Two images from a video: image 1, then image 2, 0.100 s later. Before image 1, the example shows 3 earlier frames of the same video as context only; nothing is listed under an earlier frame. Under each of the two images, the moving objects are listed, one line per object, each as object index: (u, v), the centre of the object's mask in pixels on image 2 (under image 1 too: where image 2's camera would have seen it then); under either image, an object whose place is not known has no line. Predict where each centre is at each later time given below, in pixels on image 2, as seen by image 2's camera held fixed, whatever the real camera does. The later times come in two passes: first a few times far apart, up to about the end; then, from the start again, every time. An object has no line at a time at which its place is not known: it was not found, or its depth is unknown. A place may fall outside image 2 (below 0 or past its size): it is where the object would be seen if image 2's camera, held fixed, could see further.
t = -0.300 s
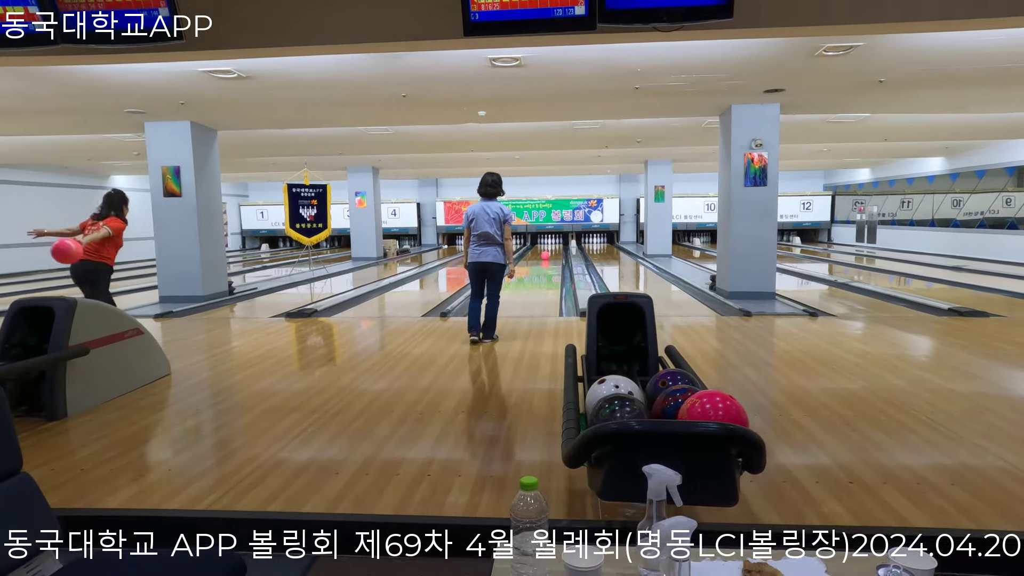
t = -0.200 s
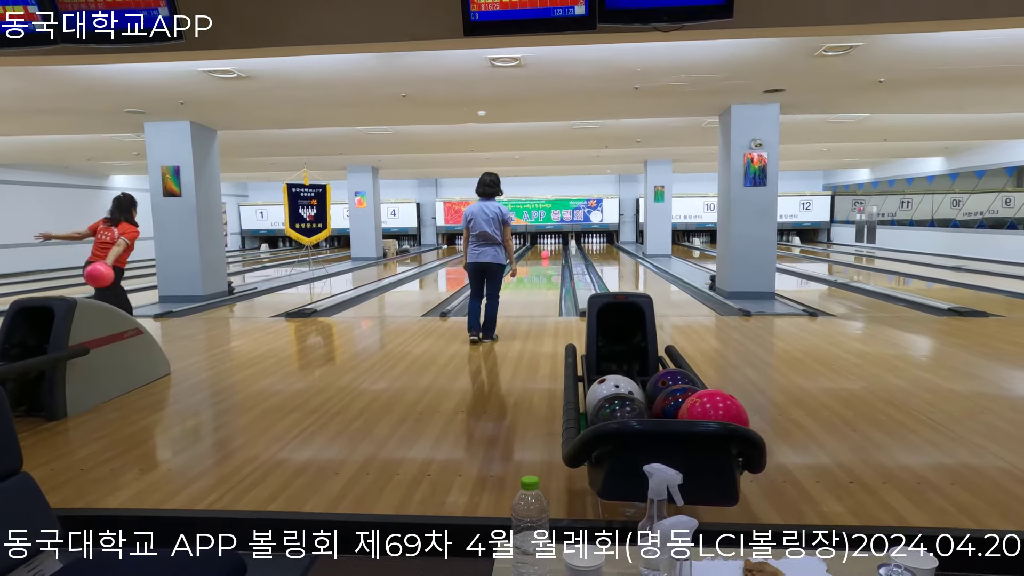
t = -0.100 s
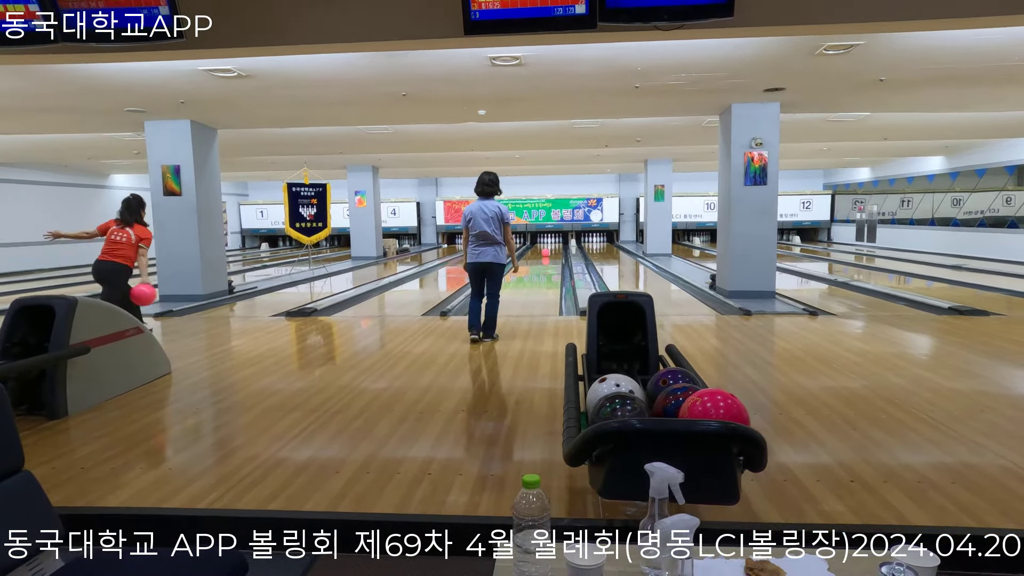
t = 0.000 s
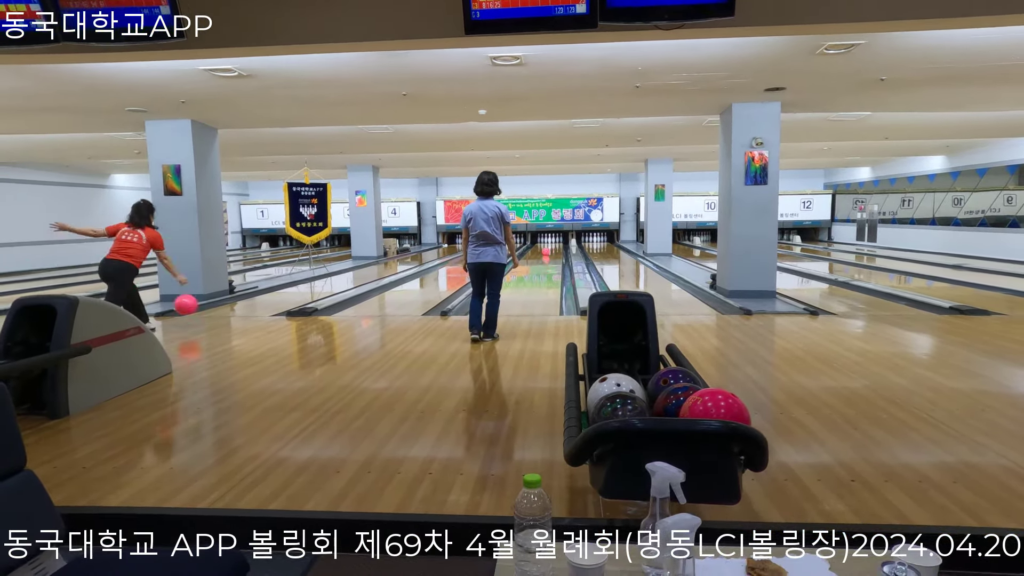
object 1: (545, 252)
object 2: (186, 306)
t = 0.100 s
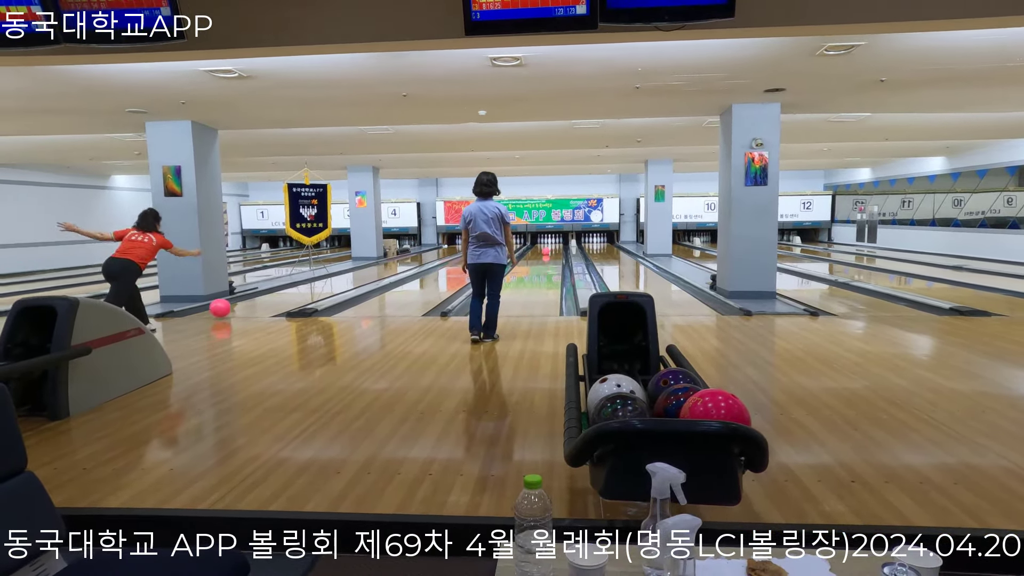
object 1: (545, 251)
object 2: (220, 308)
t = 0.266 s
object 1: (546, 250)
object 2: (264, 299)
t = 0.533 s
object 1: (546, 248)
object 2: (315, 285)
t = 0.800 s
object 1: (545, 246)
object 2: (352, 276)
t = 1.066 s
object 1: (545, 244)
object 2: (379, 269)
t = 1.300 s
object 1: (545, 243)
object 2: (398, 263)
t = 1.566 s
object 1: (544, 241)
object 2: (416, 258)
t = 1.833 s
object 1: (542, 241)
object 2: (429, 256)
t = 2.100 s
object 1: (535, 241)
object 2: (440, 252)
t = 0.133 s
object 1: (545, 251)
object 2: (229, 305)
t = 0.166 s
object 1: (545, 251)
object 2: (239, 303)
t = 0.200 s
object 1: (545, 251)
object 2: (248, 301)
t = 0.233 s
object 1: (546, 250)
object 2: (256, 301)
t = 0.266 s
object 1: (546, 250)
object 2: (264, 299)
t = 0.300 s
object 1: (546, 250)
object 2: (271, 297)
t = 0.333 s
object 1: (546, 249)
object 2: (279, 295)
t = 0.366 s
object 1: (546, 249)
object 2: (285, 293)
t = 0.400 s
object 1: (546, 249)
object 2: (292, 291)
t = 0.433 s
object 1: (546, 249)
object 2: (298, 290)
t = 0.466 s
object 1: (546, 248)
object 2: (304, 288)
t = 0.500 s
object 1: (546, 248)
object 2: (310, 286)
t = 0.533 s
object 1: (546, 248)
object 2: (315, 285)
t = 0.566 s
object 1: (546, 247)
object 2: (320, 284)
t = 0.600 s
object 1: (546, 247)
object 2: (326, 283)
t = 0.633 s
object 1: (545, 247)
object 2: (330, 281)
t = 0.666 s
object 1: (546, 247)
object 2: (335, 280)
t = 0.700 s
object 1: (545, 246)
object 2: (339, 279)
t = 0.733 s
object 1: (545, 246)
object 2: (344, 278)
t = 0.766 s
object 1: (545, 246)
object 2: (348, 277)
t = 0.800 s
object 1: (545, 246)
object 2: (352, 276)
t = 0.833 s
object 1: (545, 246)
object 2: (356, 275)
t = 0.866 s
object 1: (545, 246)
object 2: (359, 274)
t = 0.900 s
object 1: (545, 245)
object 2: (363, 273)
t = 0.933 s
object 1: (545, 245)
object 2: (367, 272)
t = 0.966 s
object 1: (545, 245)
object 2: (370, 271)
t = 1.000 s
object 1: (545, 245)
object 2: (373, 271)
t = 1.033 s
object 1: (545, 245)
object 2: (376, 270)
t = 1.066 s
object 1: (545, 244)
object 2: (379, 269)
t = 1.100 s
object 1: (545, 244)
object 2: (382, 268)
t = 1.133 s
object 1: (545, 244)
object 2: (385, 267)
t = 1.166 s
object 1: (545, 244)
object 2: (388, 267)
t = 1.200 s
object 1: (545, 244)
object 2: (391, 266)
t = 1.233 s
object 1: (545, 244)
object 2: (393, 265)
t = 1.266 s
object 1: (545, 244)
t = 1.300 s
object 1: (545, 243)
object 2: (398, 263)
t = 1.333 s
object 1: (545, 243)
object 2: (400, 263)
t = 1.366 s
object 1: (545, 243)
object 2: (402, 262)
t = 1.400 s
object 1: (544, 243)
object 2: (405, 262)
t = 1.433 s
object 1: (544, 243)
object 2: (407, 261)
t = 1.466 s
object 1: (544, 242)
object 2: (409, 261)
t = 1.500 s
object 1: (544, 242)
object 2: (411, 260)
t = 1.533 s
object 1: (544, 242)
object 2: (413, 259)
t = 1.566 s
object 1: (544, 241)
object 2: (416, 258)
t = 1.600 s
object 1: (544, 241)
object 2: (417, 258)
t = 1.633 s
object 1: (544, 241)
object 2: (419, 258)
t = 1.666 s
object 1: (544, 241)
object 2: (421, 257)
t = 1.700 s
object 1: (544, 241)
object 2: (422, 257)
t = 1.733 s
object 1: (544, 241)
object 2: (423, 257)
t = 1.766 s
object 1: (543, 241)
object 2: (425, 256)
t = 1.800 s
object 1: (543, 241)
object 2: (427, 256)
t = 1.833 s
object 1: (542, 241)
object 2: (429, 256)
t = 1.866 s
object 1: (541, 241)
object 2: (431, 255)
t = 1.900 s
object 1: (540, 241)
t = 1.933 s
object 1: (539, 241)
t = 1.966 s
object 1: (539, 241)
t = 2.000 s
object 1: (537, 240)
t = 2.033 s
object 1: (537, 241)
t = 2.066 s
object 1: (535, 241)
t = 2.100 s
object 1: (535, 241)
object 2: (440, 252)
